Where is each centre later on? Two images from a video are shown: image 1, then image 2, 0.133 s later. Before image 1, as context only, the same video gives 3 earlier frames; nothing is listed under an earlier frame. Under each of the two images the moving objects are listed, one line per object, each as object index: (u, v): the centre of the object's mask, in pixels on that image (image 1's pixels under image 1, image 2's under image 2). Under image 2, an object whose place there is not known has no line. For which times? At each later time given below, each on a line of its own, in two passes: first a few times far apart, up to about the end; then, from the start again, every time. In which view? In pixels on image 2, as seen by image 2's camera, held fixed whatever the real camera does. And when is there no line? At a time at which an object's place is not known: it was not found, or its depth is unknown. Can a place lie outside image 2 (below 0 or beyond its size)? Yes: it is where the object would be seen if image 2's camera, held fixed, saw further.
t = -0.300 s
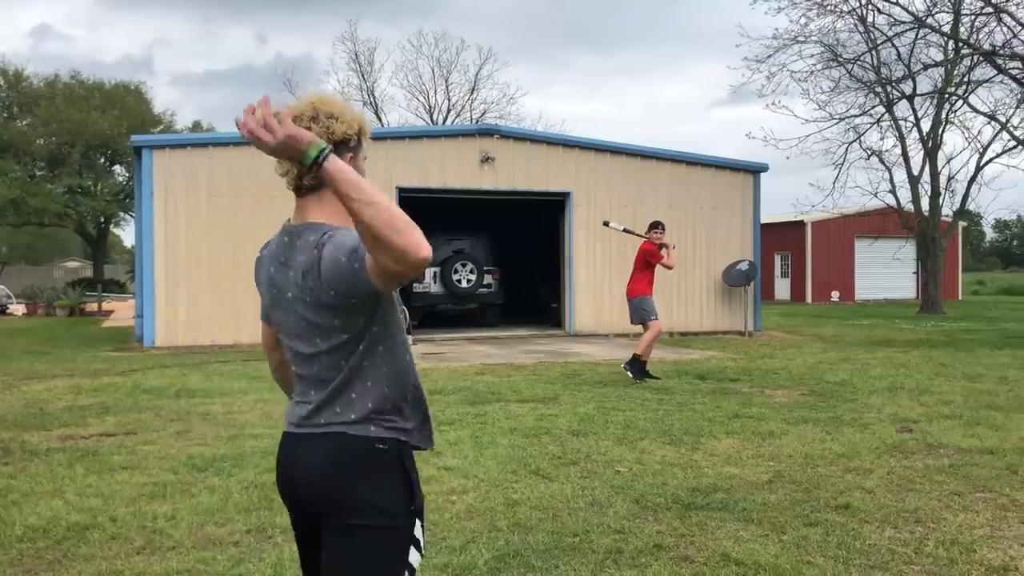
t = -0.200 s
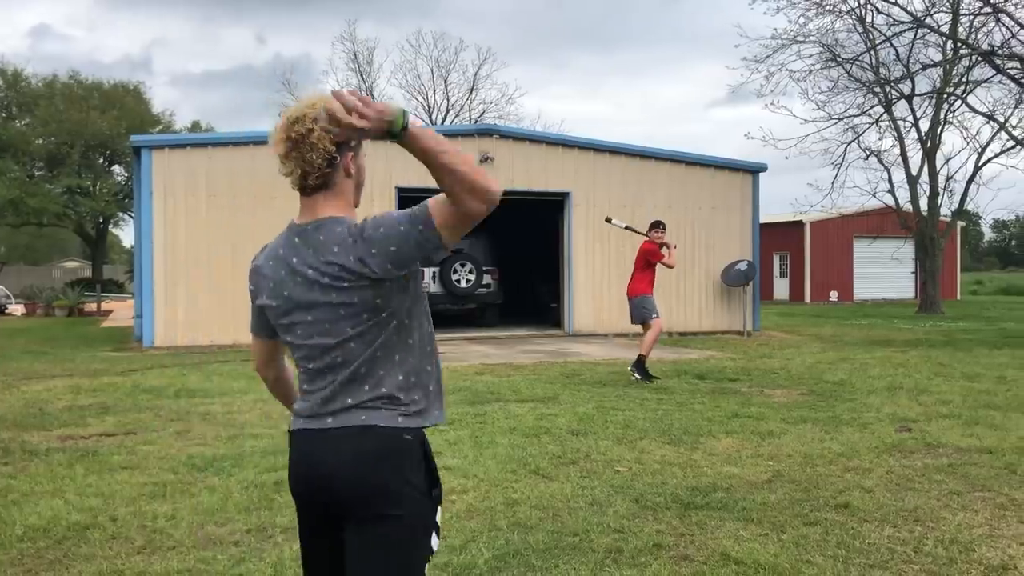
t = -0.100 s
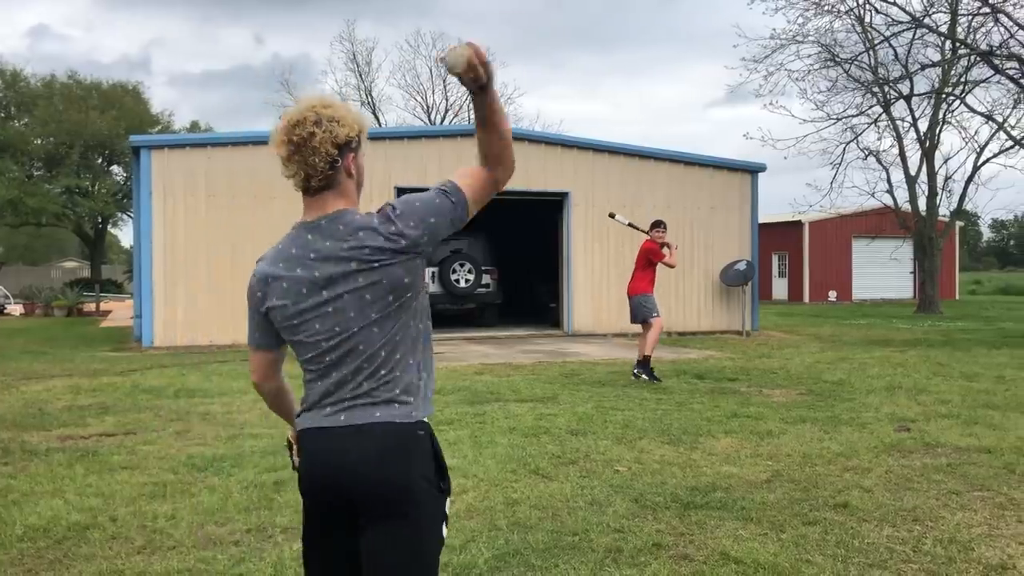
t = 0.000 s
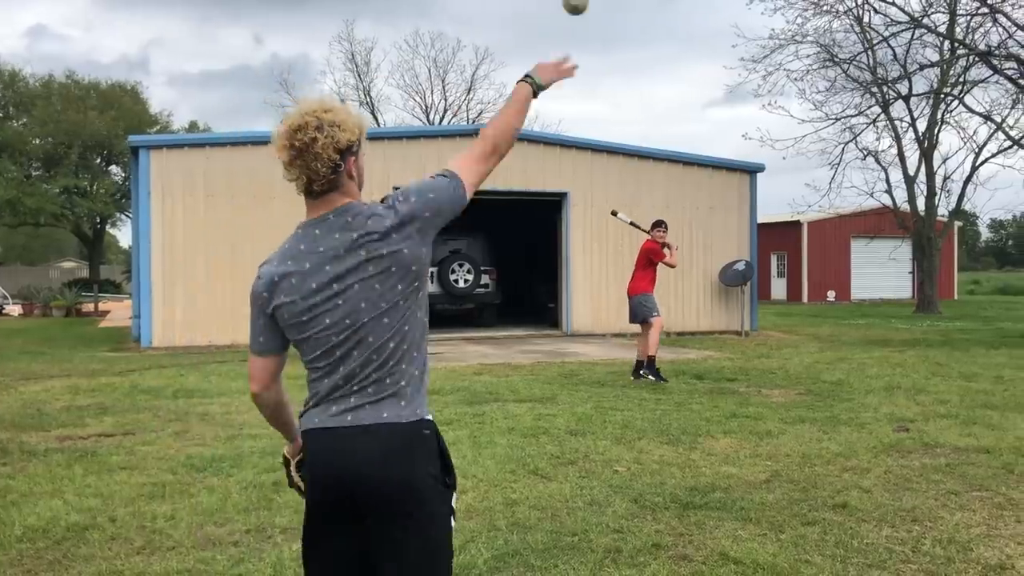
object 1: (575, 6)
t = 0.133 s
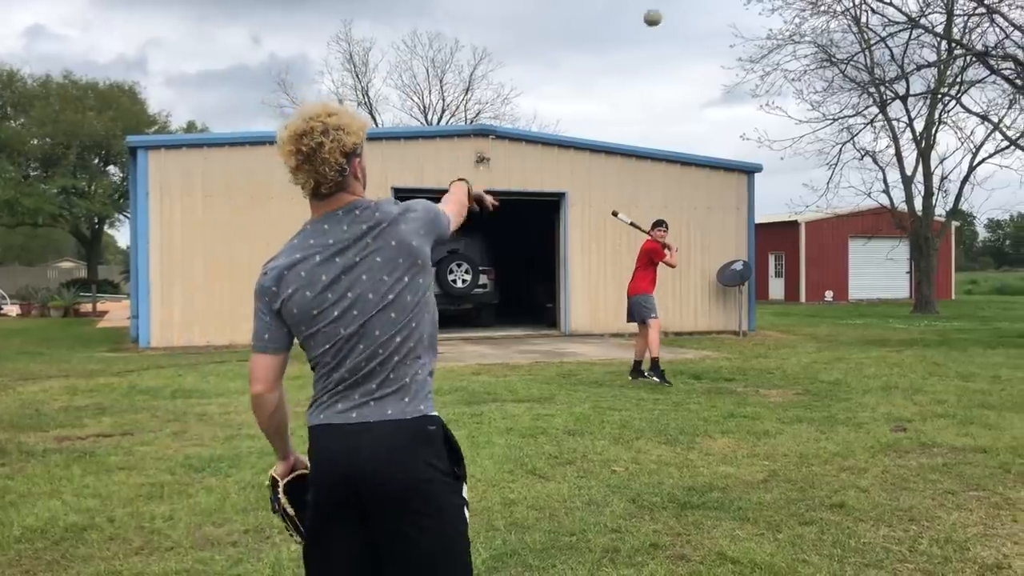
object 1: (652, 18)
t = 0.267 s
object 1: (694, 57)
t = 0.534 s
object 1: (737, 163)
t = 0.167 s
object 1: (665, 26)
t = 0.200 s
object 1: (676, 36)
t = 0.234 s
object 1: (686, 46)
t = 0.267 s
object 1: (694, 57)
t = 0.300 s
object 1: (701, 69)
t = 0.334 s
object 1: (708, 82)
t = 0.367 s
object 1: (714, 95)
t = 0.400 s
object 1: (719, 108)
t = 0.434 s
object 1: (724, 122)
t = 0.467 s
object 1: (729, 136)
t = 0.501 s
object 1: (733, 151)
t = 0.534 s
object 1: (737, 163)
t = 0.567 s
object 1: (740, 179)
